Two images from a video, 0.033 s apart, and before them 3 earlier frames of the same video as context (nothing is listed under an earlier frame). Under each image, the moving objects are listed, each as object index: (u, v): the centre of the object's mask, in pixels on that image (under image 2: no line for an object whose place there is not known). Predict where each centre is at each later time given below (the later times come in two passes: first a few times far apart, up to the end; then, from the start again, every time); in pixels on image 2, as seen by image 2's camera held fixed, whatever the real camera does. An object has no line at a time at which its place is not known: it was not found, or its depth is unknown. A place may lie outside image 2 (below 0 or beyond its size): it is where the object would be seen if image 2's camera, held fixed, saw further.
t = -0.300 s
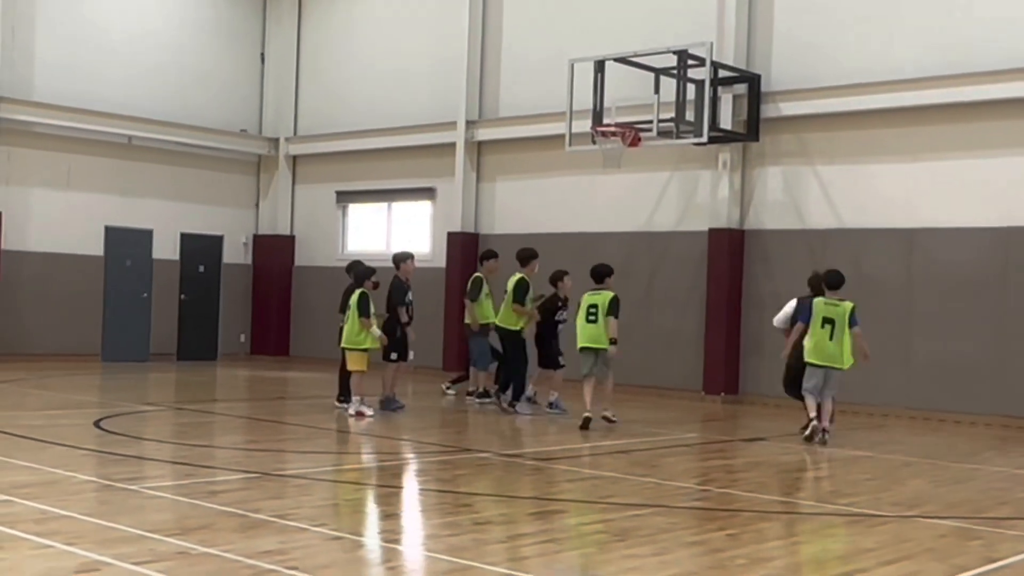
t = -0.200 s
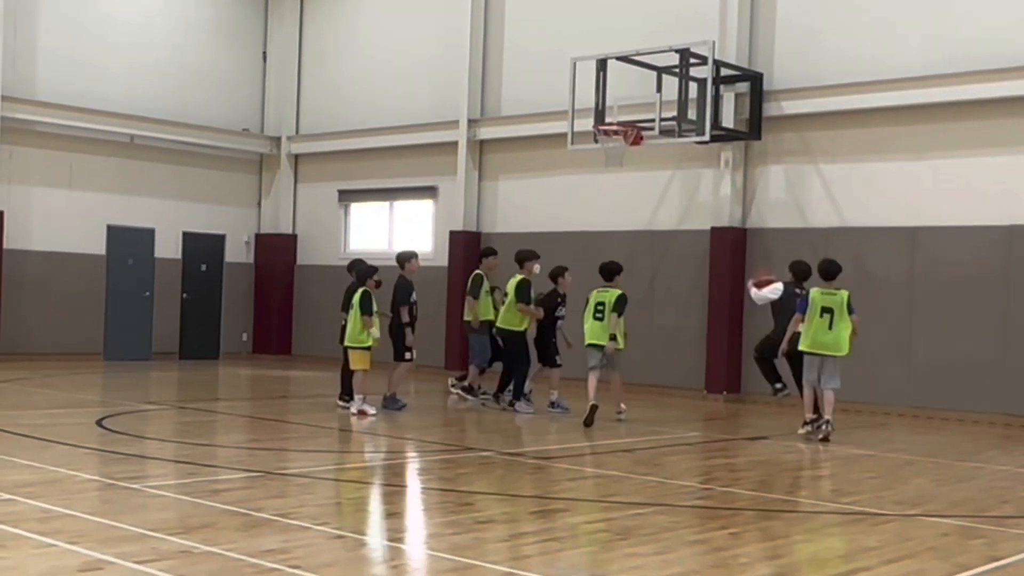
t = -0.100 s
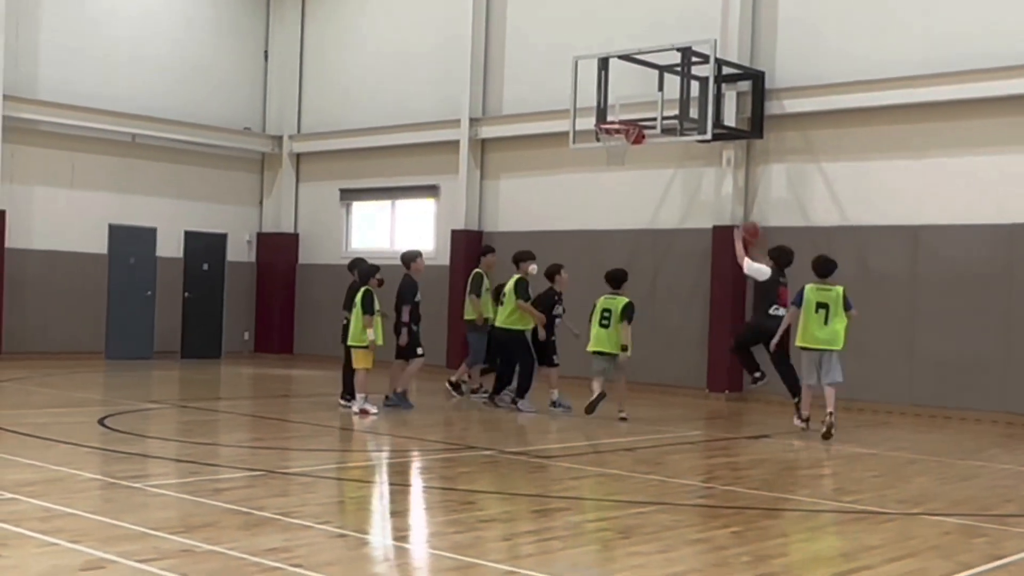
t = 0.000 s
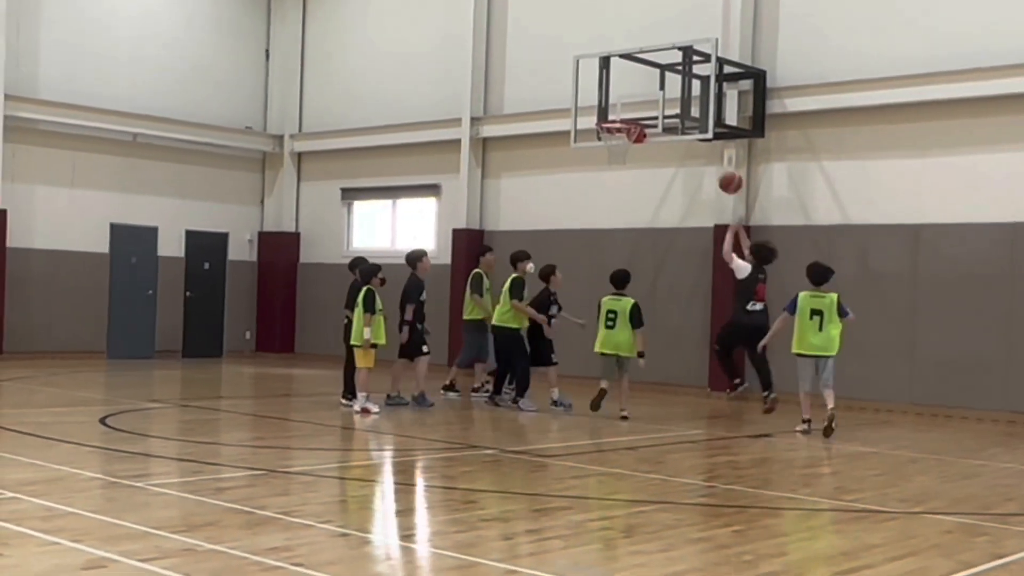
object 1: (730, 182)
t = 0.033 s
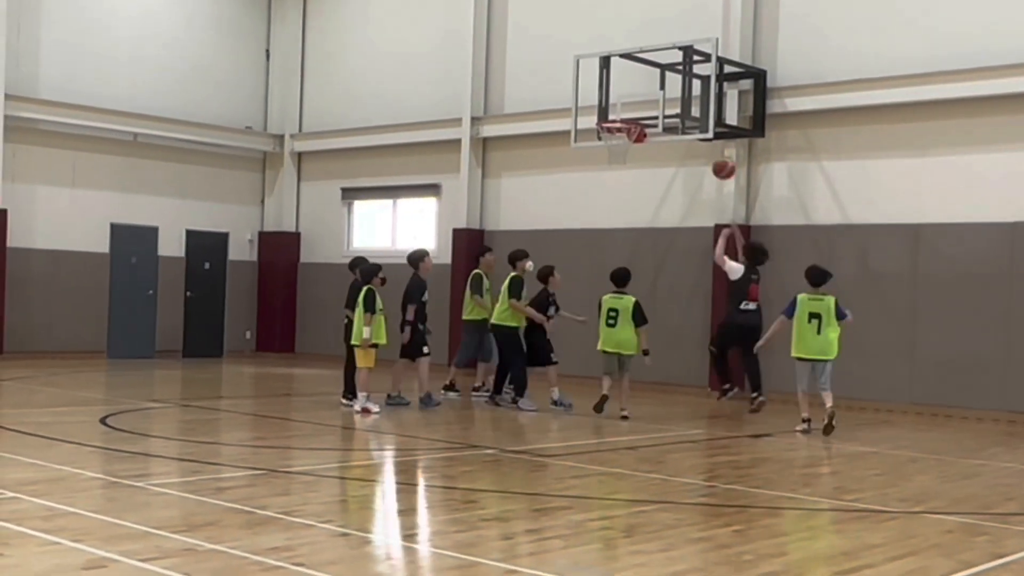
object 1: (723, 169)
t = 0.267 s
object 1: (674, 112)
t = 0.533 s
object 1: (620, 120)
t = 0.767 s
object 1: (609, 157)
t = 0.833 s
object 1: (611, 171)
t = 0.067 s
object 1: (717, 156)
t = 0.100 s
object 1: (710, 144)
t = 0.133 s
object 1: (703, 134)
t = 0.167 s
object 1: (698, 125)
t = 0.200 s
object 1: (691, 119)
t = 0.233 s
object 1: (683, 115)
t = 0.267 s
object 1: (674, 112)
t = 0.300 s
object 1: (668, 110)
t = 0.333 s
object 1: (661, 109)
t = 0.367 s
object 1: (653, 109)
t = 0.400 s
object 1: (646, 111)
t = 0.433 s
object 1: (638, 113)
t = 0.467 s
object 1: (633, 114)
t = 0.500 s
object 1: (626, 116)
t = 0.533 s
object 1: (620, 120)
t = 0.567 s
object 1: (613, 123)
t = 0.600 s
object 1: (608, 130)
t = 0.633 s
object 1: (607, 135)
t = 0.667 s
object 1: (607, 140)
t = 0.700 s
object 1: (607, 147)
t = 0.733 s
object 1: (608, 152)
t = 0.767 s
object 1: (609, 157)
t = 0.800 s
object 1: (610, 163)
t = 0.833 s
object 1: (611, 171)
